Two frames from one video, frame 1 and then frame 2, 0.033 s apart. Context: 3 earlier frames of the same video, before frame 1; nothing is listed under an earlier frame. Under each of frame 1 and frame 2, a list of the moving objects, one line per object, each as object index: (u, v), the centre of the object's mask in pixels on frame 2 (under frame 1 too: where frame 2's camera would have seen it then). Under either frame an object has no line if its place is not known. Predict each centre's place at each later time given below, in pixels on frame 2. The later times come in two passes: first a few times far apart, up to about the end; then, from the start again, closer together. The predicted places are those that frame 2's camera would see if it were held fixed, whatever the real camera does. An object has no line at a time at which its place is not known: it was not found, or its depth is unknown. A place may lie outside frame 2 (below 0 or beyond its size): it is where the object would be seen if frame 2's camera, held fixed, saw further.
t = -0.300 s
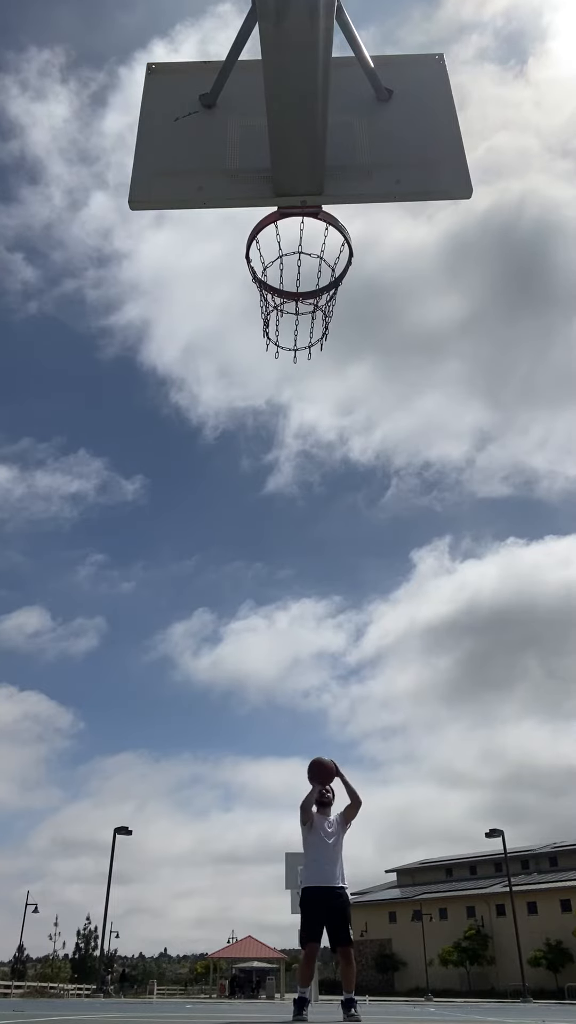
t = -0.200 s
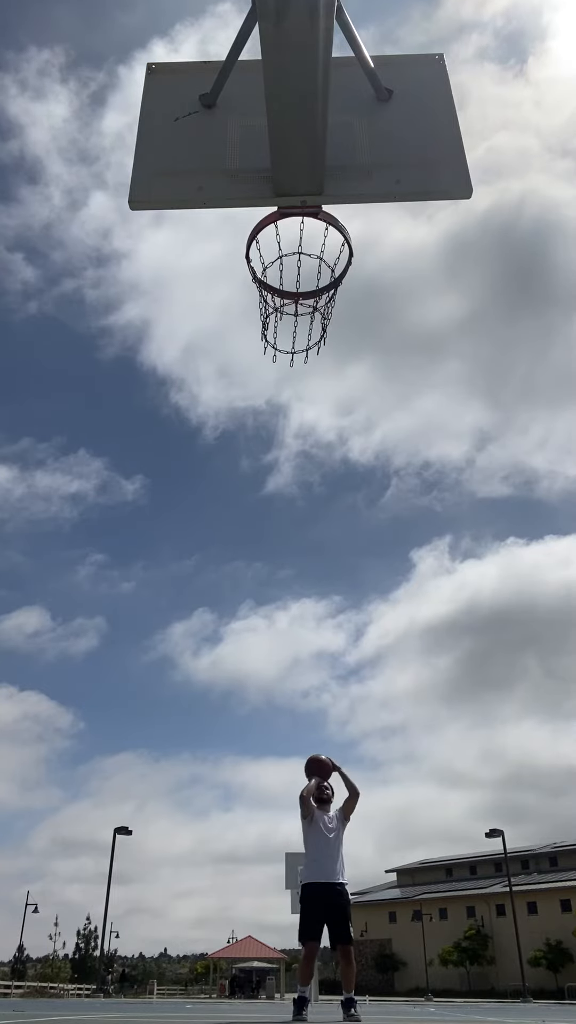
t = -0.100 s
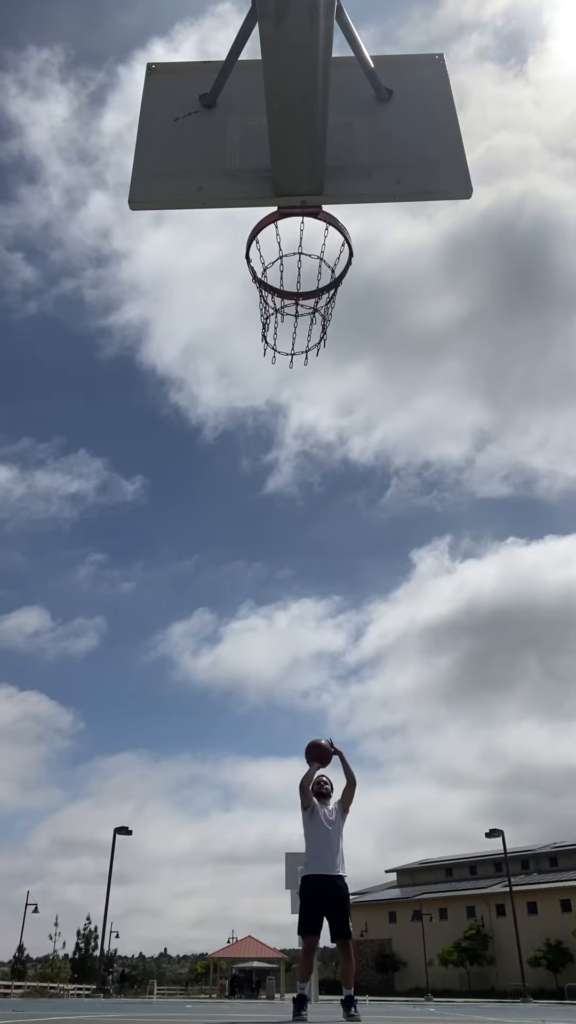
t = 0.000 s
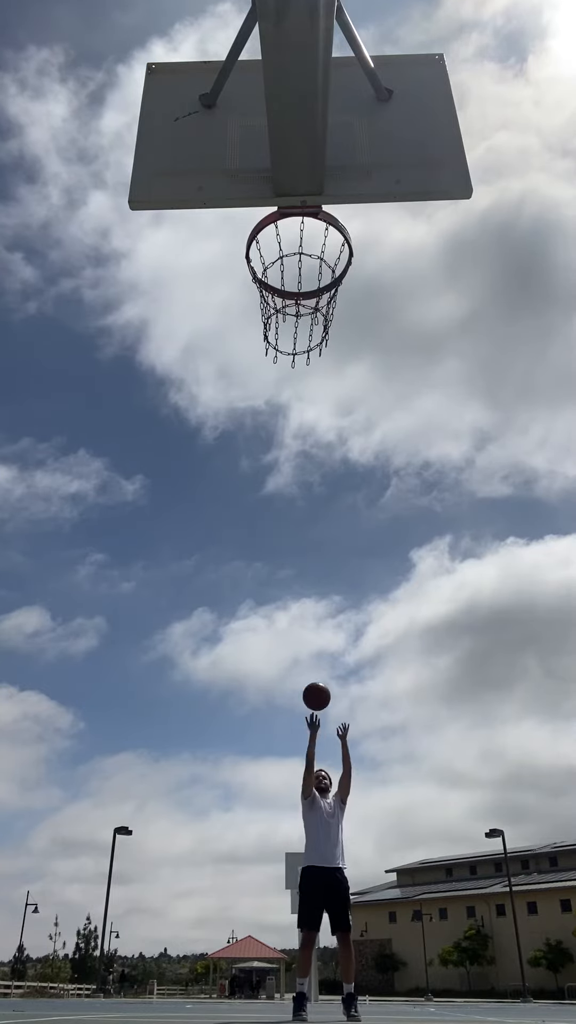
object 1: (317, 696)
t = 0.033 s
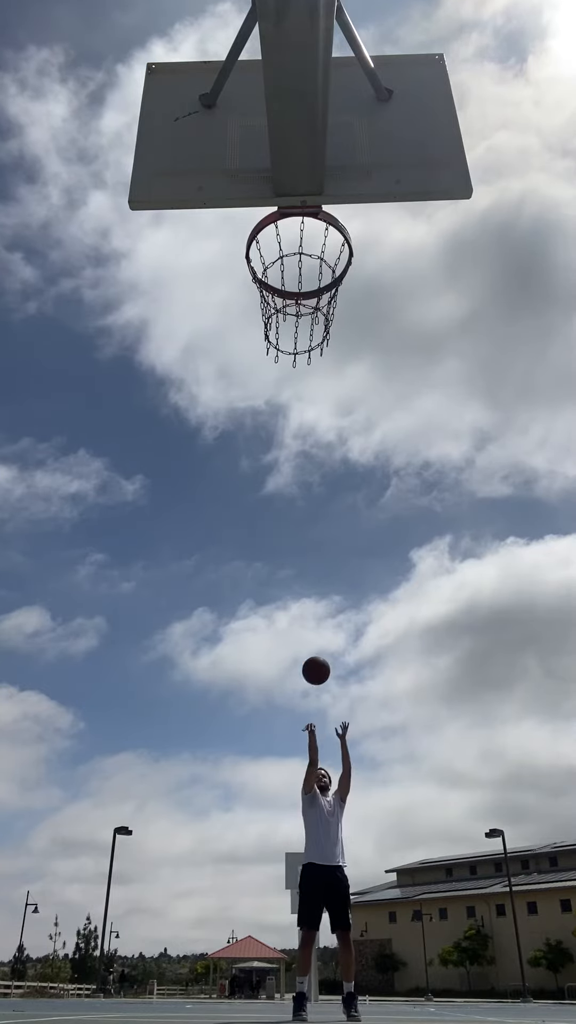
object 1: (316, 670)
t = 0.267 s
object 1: (313, 515)
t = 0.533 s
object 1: (311, 379)
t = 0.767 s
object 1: (310, 289)
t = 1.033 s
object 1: (276, 293)
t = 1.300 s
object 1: (287, 306)
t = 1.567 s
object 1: (307, 329)
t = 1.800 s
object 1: (330, 429)
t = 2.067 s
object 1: (378, 815)
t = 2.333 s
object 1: (415, 616)
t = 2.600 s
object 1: (443, 395)
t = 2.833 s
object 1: (486, 365)
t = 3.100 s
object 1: (554, 542)
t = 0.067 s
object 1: (315, 646)
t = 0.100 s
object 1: (315, 622)
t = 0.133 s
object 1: (315, 599)
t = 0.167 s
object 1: (314, 577)
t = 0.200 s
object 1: (314, 556)
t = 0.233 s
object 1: (313, 535)
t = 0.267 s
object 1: (313, 515)
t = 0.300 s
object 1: (313, 496)
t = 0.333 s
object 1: (313, 478)
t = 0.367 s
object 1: (312, 460)
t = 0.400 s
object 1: (312, 443)
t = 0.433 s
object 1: (312, 426)
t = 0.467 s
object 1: (311, 410)
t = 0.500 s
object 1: (311, 394)
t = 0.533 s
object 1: (311, 379)
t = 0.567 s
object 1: (311, 364)
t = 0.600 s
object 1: (311, 351)
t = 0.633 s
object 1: (310, 338)
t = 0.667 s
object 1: (310, 324)
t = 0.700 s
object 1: (311, 315)
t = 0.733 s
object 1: (310, 301)
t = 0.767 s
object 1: (310, 289)
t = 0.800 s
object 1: (310, 277)
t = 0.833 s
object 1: (310, 268)
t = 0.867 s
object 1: (310, 258)
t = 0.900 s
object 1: (309, 250)
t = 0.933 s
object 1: (309, 242)
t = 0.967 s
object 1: (305, 244)
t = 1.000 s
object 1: (288, 273)
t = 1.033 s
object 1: (276, 293)
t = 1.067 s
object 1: (274, 298)
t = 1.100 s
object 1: (276, 300)
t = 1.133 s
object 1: (277, 301)
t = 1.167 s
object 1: (278, 301)
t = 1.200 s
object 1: (280, 303)
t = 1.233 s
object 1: (282, 303)
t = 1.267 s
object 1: (284, 304)
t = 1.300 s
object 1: (287, 306)
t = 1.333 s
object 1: (290, 308)
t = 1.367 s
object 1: (292, 311)
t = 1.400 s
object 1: (295, 315)
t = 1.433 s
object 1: (296, 319)
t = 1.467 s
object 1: (299, 321)
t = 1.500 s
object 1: (301, 322)
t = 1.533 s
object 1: (304, 324)
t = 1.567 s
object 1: (307, 329)
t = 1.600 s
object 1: (310, 336)
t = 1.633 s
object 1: (313, 345)
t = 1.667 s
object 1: (316, 356)
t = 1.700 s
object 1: (319, 370)
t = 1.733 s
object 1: (322, 386)
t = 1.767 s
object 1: (326, 406)
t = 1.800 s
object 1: (330, 429)
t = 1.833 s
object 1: (334, 456)
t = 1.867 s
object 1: (338, 487)
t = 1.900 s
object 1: (343, 522)
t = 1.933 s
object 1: (348, 564)
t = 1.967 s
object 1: (354, 612)
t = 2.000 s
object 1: (361, 669)
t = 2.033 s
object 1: (368, 735)
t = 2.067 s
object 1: (378, 815)
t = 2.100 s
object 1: (388, 910)
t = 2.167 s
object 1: (403, 938)
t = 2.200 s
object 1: (406, 854)
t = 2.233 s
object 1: (407, 782)
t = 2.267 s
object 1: (410, 719)
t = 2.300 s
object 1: (412, 664)
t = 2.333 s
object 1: (415, 616)
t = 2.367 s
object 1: (417, 573)
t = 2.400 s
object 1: (420, 536)
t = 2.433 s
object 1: (423, 504)
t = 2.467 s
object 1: (427, 475)
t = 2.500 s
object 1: (430, 450)
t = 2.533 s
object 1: (434, 429)
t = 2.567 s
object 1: (438, 410)
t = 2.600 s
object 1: (443, 395)
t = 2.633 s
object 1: (448, 383)
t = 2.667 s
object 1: (453, 373)
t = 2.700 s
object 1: (459, 366)
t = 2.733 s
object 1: (465, 361)
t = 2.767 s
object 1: (471, 360)
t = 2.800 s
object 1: (478, 361)
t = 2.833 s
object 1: (486, 365)
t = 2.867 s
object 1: (495, 372)
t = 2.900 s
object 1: (504, 383)
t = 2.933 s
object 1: (514, 398)
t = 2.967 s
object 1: (525, 416)
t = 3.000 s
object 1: (534, 439)
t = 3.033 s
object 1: (541, 467)
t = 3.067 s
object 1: (547, 501)
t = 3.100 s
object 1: (554, 542)
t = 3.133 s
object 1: (561, 590)
